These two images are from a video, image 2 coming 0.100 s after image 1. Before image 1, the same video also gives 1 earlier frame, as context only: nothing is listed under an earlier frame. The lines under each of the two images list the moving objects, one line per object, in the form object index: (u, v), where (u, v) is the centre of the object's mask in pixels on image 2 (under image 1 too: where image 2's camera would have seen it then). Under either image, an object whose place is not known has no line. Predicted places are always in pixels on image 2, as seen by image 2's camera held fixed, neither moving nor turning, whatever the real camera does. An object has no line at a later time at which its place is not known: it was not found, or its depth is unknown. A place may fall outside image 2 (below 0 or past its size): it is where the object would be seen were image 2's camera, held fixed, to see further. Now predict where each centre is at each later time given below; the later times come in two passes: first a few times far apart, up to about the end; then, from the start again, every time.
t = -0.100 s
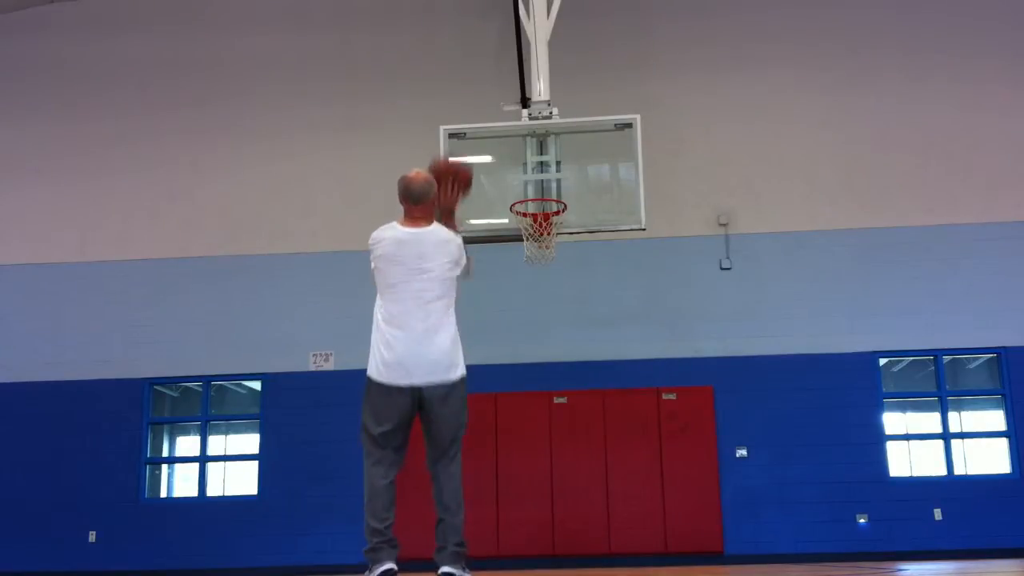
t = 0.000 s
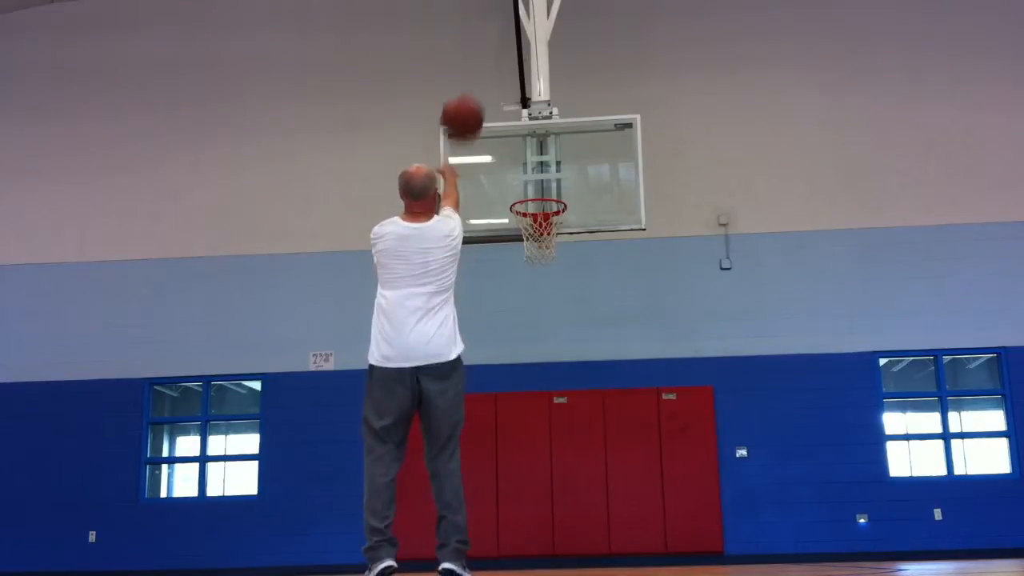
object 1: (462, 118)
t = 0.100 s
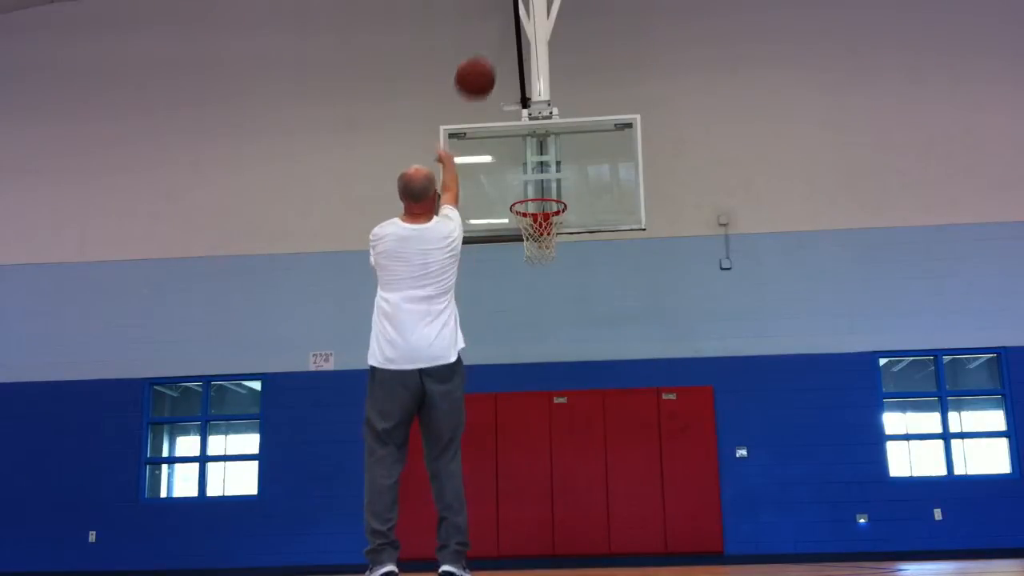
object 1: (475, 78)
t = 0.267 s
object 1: (493, 52)
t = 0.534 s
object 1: (517, 86)
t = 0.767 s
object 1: (536, 172)
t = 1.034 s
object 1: (528, 283)
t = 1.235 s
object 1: (518, 396)
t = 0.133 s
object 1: (479, 70)
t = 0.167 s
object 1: (483, 63)
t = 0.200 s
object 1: (486, 58)
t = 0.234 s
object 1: (490, 54)
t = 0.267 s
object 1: (493, 52)
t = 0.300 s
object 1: (496, 52)
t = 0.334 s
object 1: (499, 53)
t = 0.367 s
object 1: (502, 56)
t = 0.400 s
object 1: (506, 59)
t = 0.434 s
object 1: (509, 64)
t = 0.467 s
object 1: (511, 70)
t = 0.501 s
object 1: (514, 77)
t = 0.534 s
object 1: (517, 86)
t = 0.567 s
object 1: (520, 95)
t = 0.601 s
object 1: (523, 106)
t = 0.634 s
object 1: (525, 117)
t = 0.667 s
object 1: (527, 130)
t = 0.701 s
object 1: (530, 142)
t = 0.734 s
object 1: (533, 155)
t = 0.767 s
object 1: (536, 172)
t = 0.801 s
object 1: (538, 186)
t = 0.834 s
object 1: (541, 207)
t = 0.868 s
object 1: (536, 231)
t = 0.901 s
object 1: (535, 240)
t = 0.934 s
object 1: (533, 250)
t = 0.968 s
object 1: (531, 260)
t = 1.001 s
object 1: (529, 270)
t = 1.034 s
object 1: (528, 283)
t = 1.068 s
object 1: (526, 298)
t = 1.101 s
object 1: (525, 314)
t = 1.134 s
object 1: (523, 332)
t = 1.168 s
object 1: (521, 349)
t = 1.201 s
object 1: (520, 372)
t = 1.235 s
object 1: (518, 396)
